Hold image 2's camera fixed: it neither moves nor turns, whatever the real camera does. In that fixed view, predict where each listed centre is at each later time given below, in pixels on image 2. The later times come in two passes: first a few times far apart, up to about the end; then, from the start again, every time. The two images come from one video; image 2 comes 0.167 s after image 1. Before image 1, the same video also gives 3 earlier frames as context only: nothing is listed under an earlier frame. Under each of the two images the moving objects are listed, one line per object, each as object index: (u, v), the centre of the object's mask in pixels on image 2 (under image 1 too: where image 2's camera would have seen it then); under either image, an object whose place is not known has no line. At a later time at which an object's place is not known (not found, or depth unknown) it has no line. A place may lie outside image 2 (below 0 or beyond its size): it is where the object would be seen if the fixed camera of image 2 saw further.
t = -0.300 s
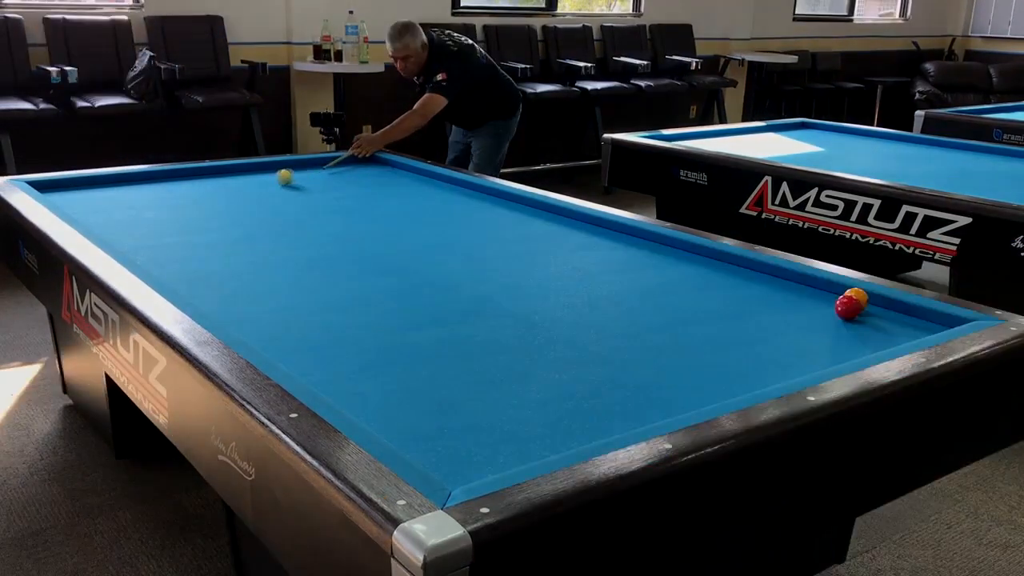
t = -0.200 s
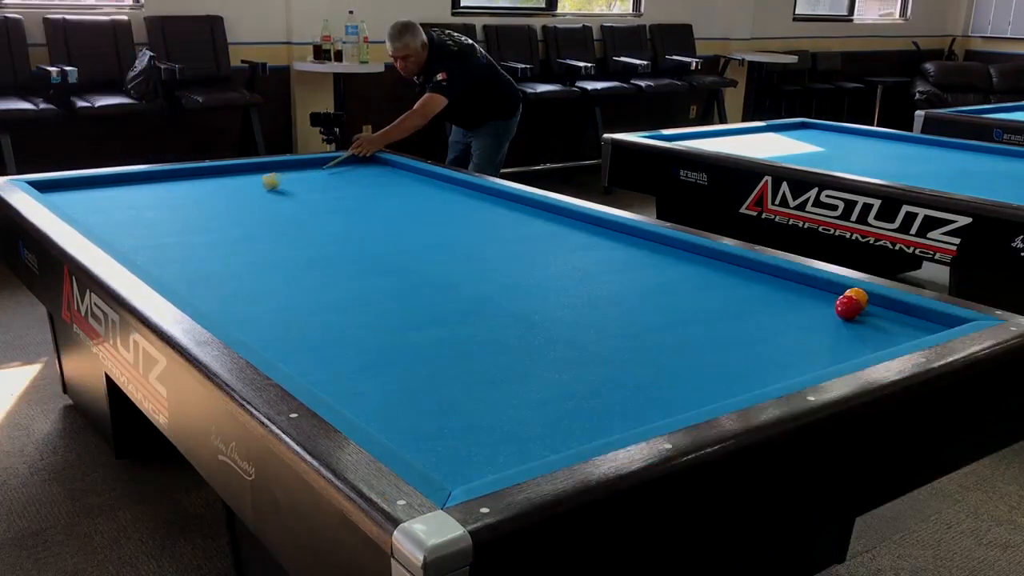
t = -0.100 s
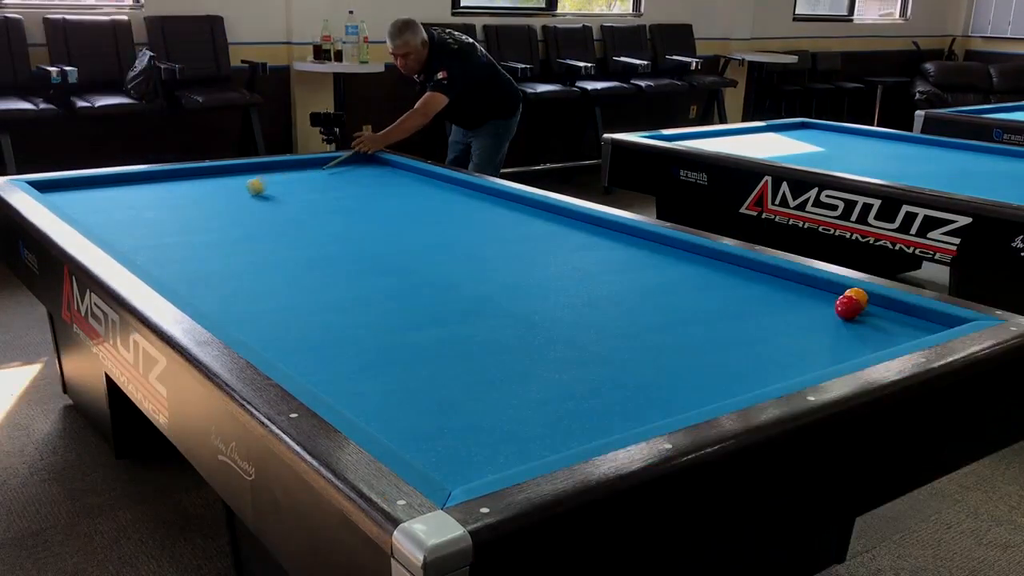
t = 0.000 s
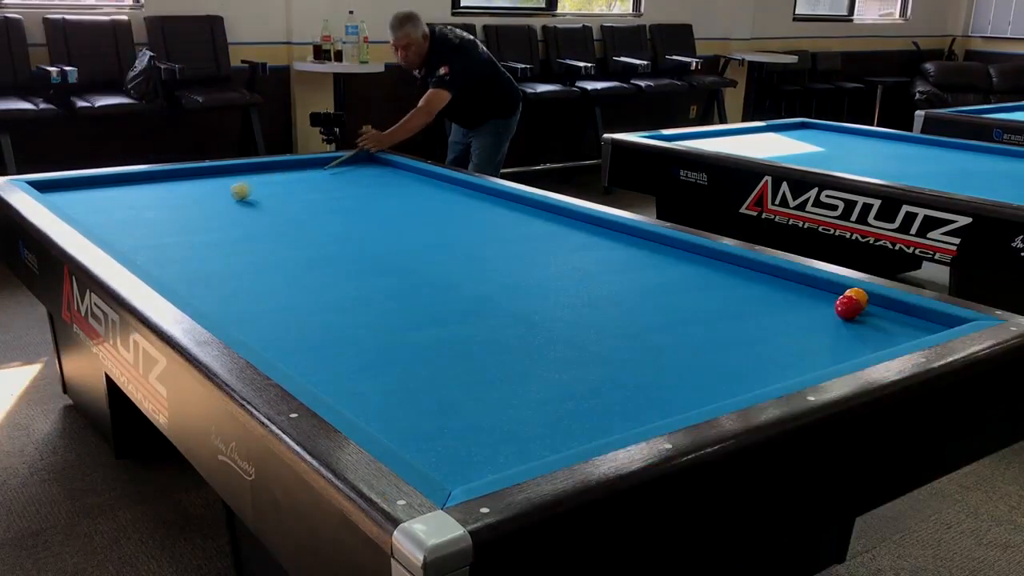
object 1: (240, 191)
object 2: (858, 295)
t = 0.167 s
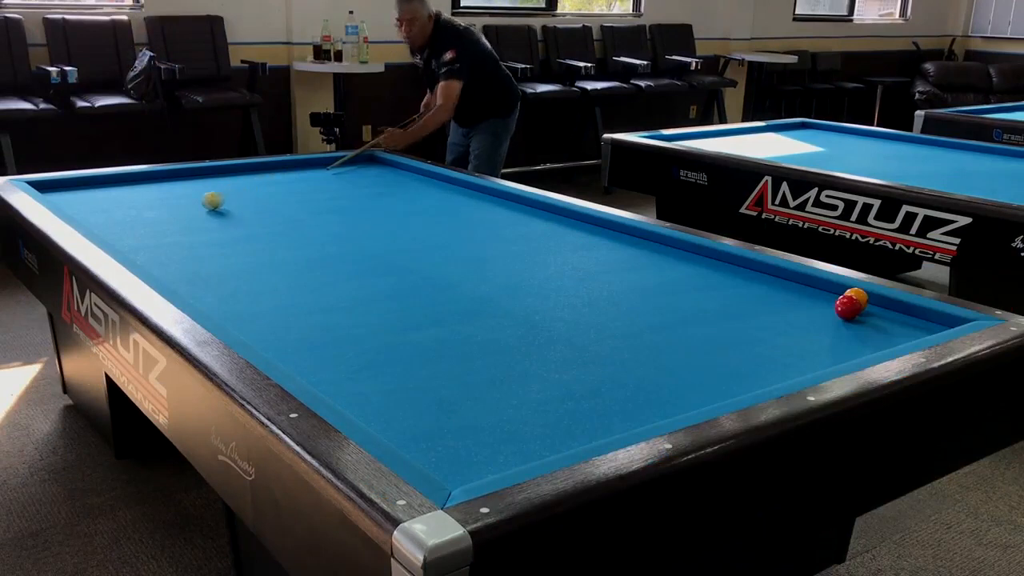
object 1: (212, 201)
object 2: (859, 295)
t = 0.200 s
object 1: (206, 202)
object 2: (859, 295)
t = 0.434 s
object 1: (162, 217)
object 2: (859, 295)
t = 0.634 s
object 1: (121, 231)
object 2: (859, 296)
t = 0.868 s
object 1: (157, 240)
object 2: (859, 296)
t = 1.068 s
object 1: (205, 246)
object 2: (859, 296)
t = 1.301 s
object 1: (264, 254)
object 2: (859, 296)
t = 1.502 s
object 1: (317, 260)
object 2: (859, 296)
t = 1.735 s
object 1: (379, 267)
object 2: (859, 296)
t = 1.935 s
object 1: (433, 274)
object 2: (859, 296)
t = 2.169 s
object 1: (499, 283)
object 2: (859, 295)
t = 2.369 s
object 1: (557, 290)
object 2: (859, 295)
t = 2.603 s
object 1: (627, 298)
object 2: (859, 295)
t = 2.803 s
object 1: (689, 306)
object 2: (859, 295)
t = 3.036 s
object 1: (765, 315)
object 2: (859, 295)
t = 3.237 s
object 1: (832, 324)
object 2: (859, 295)
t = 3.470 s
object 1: (910, 330)
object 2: (859, 295)
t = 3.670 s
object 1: (912, 320)
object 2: (859, 295)
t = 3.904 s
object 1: (895, 307)
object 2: (859, 295)
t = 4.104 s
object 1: (875, 306)
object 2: (839, 293)
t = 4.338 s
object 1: (871, 307)
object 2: (820, 292)
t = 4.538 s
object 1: (870, 308)
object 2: (803, 288)
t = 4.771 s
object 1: (870, 309)
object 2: (785, 284)
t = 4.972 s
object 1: (869, 310)
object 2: (770, 281)
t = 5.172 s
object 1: (869, 310)
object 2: (756, 278)
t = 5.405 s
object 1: (869, 311)
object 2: (741, 275)
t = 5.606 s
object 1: (869, 311)
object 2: (729, 272)
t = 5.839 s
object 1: (870, 311)
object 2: (717, 269)
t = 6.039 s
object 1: (869, 311)
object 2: (706, 267)
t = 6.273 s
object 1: (869, 311)
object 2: (695, 264)
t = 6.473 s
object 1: (869, 311)
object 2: (686, 263)
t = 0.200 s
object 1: (206, 202)
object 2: (859, 295)
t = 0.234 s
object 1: (200, 204)
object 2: (859, 295)
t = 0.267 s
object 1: (194, 207)
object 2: (859, 295)
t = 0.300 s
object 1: (188, 209)
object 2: (859, 296)
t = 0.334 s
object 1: (182, 211)
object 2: (859, 295)
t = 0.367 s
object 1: (175, 213)
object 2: (859, 296)
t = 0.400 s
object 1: (169, 215)
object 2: (859, 295)
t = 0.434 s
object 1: (162, 217)
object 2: (859, 295)
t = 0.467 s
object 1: (156, 219)
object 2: (859, 296)
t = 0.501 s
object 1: (149, 222)
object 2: (859, 296)
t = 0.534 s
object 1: (142, 224)
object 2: (859, 296)
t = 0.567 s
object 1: (134, 227)
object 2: (859, 296)
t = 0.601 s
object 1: (127, 229)
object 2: (859, 296)
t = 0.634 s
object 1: (121, 231)
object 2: (859, 296)
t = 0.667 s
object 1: (113, 233)
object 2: (859, 296)
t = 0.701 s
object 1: (113, 235)
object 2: (859, 296)
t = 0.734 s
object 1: (121, 236)
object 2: (859, 296)
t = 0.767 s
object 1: (130, 237)
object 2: (859, 296)
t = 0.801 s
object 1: (139, 238)
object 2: (859, 296)
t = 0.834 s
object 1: (148, 239)
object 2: (859, 296)
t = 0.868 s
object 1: (157, 240)
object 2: (859, 296)
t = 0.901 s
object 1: (164, 241)
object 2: (859, 296)
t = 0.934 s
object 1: (172, 242)
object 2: (859, 296)
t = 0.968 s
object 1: (180, 243)
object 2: (859, 296)
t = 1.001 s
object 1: (188, 244)
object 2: (859, 296)
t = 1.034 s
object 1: (196, 245)
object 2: (859, 296)
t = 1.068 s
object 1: (205, 246)
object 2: (859, 296)
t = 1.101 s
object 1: (213, 247)
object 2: (859, 296)
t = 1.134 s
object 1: (223, 248)
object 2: (859, 296)
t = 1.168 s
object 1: (231, 249)
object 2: (859, 296)
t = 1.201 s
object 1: (238, 250)
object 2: (859, 296)
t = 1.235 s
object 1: (248, 252)
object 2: (859, 296)
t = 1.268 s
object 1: (256, 253)
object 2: (859, 296)
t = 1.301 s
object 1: (264, 254)
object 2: (859, 296)
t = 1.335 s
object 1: (273, 254)
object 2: (859, 296)
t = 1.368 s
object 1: (282, 256)
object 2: (859, 296)
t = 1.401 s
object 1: (290, 257)
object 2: (859, 296)
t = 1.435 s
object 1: (299, 258)
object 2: (859, 296)
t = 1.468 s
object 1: (308, 259)
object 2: (859, 296)
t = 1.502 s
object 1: (317, 260)
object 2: (859, 296)
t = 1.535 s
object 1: (326, 261)
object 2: (859, 296)
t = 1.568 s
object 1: (335, 262)
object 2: (859, 296)
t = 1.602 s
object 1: (344, 263)
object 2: (859, 296)
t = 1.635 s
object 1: (352, 264)
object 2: (859, 296)
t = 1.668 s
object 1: (362, 265)
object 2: (859, 296)
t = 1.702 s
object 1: (369, 266)
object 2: (859, 296)
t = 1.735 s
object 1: (379, 267)
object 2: (859, 296)
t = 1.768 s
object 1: (389, 269)
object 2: (859, 295)
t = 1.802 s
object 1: (397, 270)
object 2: (859, 295)
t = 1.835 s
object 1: (406, 271)
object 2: (859, 296)
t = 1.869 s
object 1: (416, 272)
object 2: (859, 295)
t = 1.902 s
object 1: (425, 273)
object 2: (859, 295)
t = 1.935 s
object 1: (433, 274)
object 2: (859, 296)
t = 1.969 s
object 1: (442, 275)
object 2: (859, 295)
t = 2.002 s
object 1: (452, 277)
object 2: (859, 295)
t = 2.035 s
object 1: (461, 278)
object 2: (859, 295)
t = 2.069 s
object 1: (471, 279)
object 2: (859, 295)
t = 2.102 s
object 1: (480, 280)
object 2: (859, 295)
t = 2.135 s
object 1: (490, 281)
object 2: (859, 295)
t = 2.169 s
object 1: (499, 283)
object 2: (859, 295)
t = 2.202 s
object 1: (509, 284)
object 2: (859, 295)
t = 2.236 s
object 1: (518, 285)
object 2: (859, 295)
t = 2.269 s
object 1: (528, 286)
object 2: (859, 295)
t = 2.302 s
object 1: (538, 287)
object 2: (859, 295)
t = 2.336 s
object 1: (547, 288)
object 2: (859, 295)
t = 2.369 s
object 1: (557, 290)
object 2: (859, 295)
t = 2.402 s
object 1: (567, 291)
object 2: (859, 295)
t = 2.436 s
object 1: (576, 292)
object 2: (859, 295)
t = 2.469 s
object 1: (587, 293)
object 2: (859, 295)
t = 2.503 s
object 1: (597, 294)
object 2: (859, 295)
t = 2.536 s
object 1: (607, 296)
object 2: (859, 295)
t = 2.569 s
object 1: (617, 297)
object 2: (859, 295)
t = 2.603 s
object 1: (627, 298)
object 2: (859, 295)
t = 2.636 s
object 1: (637, 300)
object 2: (859, 295)
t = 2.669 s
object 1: (647, 301)
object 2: (859, 295)
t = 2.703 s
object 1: (658, 302)
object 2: (859, 295)
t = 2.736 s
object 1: (668, 303)
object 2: (859, 296)
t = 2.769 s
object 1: (679, 304)
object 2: (859, 295)
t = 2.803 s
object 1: (689, 306)
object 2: (859, 295)
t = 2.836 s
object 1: (700, 307)
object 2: (859, 295)
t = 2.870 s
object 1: (710, 308)
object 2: (859, 295)
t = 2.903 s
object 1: (721, 310)
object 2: (859, 295)
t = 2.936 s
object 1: (732, 311)
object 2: (858, 295)
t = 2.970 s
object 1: (743, 312)
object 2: (858, 295)
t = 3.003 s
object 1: (754, 314)
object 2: (859, 295)
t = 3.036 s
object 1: (765, 315)
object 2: (859, 295)
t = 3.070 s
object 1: (776, 316)
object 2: (858, 295)
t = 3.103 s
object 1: (787, 318)
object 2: (858, 295)
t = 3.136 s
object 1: (798, 319)
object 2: (858, 295)
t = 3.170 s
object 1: (809, 320)
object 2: (859, 295)
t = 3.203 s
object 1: (820, 322)
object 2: (859, 295)
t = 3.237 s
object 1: (832, 324)
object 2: (859, 295)
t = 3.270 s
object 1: (843, 325)
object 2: (859, 295)
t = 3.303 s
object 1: (858, 327)
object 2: (859, 295)
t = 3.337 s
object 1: (866, 327)
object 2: (859, 295)
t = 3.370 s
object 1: (877, 328)
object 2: (859, 295)
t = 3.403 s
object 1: (889, 329)
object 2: (859, 295)
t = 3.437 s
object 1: (899, 330)
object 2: (859, 295)
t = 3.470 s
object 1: (910, 330)
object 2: (859, 295)
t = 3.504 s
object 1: (918, 329)
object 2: (859, 295)
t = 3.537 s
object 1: (917, 328)
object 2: (859, 295)
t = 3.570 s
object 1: (915, 327)
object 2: (859, 295)
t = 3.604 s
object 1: (914, 324)
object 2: (859, 295)
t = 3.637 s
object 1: (913, 322)
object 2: (859, 295)
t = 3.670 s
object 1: (912, 320)
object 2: (859, 295)
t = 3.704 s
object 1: (911, 318)
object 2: (859, 295)
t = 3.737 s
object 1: (909, 315)
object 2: (859, 295)
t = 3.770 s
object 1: (908, 313)
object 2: (859, 295)
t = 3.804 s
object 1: (907, 311)
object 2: (859, 295)
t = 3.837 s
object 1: (906, 309)
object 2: (859, 295)
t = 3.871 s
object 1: (901, 308)
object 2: (859, 295)
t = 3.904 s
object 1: (895, 307)
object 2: (859, 295)
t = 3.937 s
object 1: (889, 306)
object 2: (859, 295)
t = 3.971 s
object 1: (882, 305)
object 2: (859, 295)
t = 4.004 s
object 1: (880, 306)
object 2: (855, 294)
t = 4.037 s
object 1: (879, 306)
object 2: (849, 293)
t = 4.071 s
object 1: (877, 306)
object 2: (842, 293)
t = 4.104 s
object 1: (875, 306)
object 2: (839, 293)
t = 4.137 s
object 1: (874, 306)
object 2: (835, 293)
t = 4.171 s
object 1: (873, 306)
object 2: (833, 293)
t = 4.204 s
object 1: (873, 307)
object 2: (830, 293)
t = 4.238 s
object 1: (872, 307)
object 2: (828, 293)
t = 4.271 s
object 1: (872, 307)
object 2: (825, 293)
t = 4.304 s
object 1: (871, 307)
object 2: (822, 293)
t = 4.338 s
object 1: (871, 307)
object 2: (820, 292)
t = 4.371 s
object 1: (871, 307)
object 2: (817, 292)
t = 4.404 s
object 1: (871, 308)
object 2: (814, 291)
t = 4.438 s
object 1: (871, 308)
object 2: (811, 290)
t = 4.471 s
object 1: (870, 308)
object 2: (808, 290)
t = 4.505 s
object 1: (870, 308)
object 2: (805, 289)
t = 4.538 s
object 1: (870, 308)
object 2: (803, 288)
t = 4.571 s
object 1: (870, 308)
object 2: (800, 288)
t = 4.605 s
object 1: (870, 309)
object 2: (797, 287)
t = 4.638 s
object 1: (870, 309)
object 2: (795, 287)
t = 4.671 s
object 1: (870, 309)
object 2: (792, 286)
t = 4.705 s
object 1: (870, 309)
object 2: (789, 286)
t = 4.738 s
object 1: (869, 309)
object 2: (787, 285)
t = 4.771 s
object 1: (870, 309)
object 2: (785, 284)
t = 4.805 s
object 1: (869, 309)
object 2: (782, 284)
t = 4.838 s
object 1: (869, 309)
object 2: (780, 283)
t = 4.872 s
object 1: (869, 310)
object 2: (777, 283)
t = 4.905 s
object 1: (869, 310)
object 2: (775, 282)
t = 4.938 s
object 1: (869, 310)
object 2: (772, 281)
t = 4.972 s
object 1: (869, 310)
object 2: (770, 281)
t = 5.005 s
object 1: (869, 310)
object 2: (768, 280)
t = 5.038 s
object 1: (869, 310)
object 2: (765, 280)
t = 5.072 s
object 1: (869, 310)
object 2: (763, 279)
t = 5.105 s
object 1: (869, 310)
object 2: (761, 279)
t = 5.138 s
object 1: (869, 310)
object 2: (758, 278)
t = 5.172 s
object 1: (869, 310)
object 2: (756, 278)
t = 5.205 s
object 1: (868, 310)
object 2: (754, 277)
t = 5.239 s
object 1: (868, 310)
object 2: (752, 277)
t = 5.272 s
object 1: (868, 310)
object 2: (750, 276)
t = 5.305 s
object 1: (869, 311)
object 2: (748, 276)
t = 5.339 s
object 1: (869, 311)
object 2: (746, 275)
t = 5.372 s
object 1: (869, 311)
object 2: (743, 275)
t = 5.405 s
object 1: (869, 311)
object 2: (741, 275)
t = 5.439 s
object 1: (869, 311)
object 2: (739, 274)
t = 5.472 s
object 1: (869, 311)
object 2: (737, 274)
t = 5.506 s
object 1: (869, 311)
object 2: (735, 273)
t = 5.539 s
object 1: (869, 311)
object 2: (733, 273)
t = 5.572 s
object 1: (869, 311)
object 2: (731, 272)
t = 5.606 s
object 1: (869, 311)
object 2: (729, 272)
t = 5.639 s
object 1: (869, 311)
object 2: (728, 271)
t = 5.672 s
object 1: (869, 311)
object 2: (726, 271)
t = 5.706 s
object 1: (869, 311)
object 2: (724, 271)
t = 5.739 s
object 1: (870, 311)
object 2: (722, 270)
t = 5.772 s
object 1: (869, 311)
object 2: (720, 270)
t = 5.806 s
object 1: (869, 311)
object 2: (718, 269)
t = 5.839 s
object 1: (870, 311)
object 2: (717, 269)
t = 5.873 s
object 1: (870, 311)
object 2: (715, 269)
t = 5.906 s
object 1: (870, 311)
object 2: (713, 268)
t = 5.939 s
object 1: (869, 311)
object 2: (712, 268)
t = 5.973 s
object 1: (869, 311)
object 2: (710, 268)
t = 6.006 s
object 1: (870, 311)
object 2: (708, 267)
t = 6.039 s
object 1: (869, 311)
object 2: (706, 267)
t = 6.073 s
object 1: (869, 311)
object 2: (705, 267)
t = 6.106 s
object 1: (869, 311)
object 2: (703, 266)
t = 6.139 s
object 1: (869, 311)
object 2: (702, 266)
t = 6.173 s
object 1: (869, 311)
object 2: (700, 265)
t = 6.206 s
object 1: (869, 311)
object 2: (698, 265)
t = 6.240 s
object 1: (869, 311)
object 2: (697, 265)
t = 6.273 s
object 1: (869, 311)
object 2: (695, 264)
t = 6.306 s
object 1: (869, 311)
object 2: (694, 264)
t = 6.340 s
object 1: (869, 311)
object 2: (692, 264)
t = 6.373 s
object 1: (869, 311)
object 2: (691, 263)
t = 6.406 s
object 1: (869, 311)
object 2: (689, 263)
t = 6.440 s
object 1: (869, 311)
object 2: (688, 263)
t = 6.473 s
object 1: (869, 311)
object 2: (686, 263)
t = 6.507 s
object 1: (869, 311)
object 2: (685, 262)
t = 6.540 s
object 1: (869, 311)
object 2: (684, 262)
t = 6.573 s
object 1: (869, 311)
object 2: (682, 262)
